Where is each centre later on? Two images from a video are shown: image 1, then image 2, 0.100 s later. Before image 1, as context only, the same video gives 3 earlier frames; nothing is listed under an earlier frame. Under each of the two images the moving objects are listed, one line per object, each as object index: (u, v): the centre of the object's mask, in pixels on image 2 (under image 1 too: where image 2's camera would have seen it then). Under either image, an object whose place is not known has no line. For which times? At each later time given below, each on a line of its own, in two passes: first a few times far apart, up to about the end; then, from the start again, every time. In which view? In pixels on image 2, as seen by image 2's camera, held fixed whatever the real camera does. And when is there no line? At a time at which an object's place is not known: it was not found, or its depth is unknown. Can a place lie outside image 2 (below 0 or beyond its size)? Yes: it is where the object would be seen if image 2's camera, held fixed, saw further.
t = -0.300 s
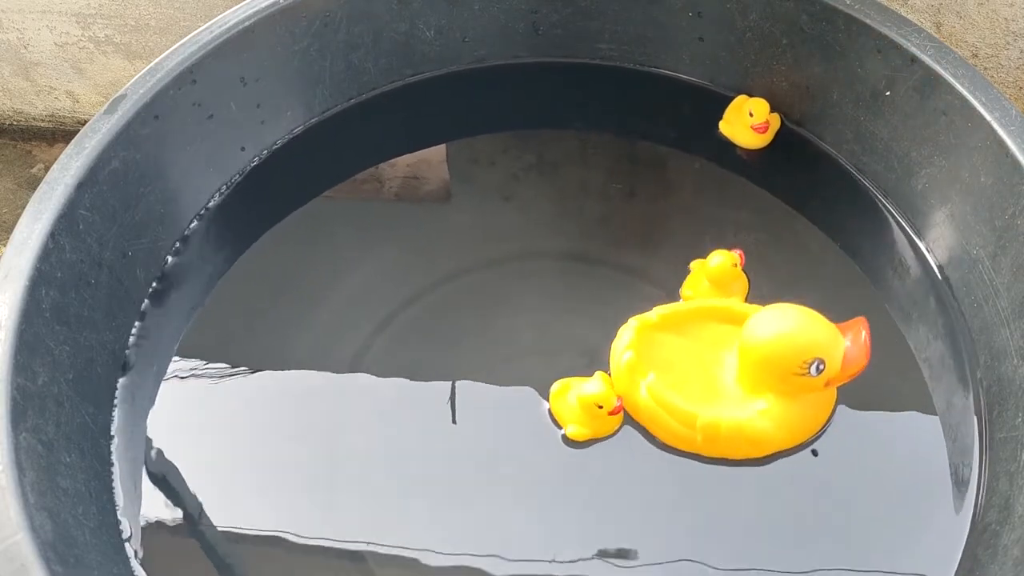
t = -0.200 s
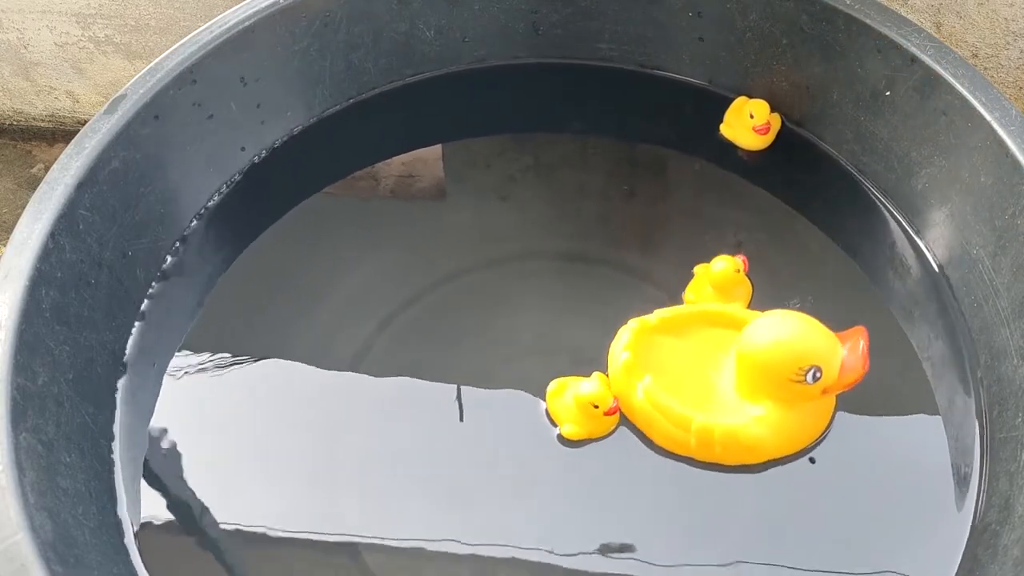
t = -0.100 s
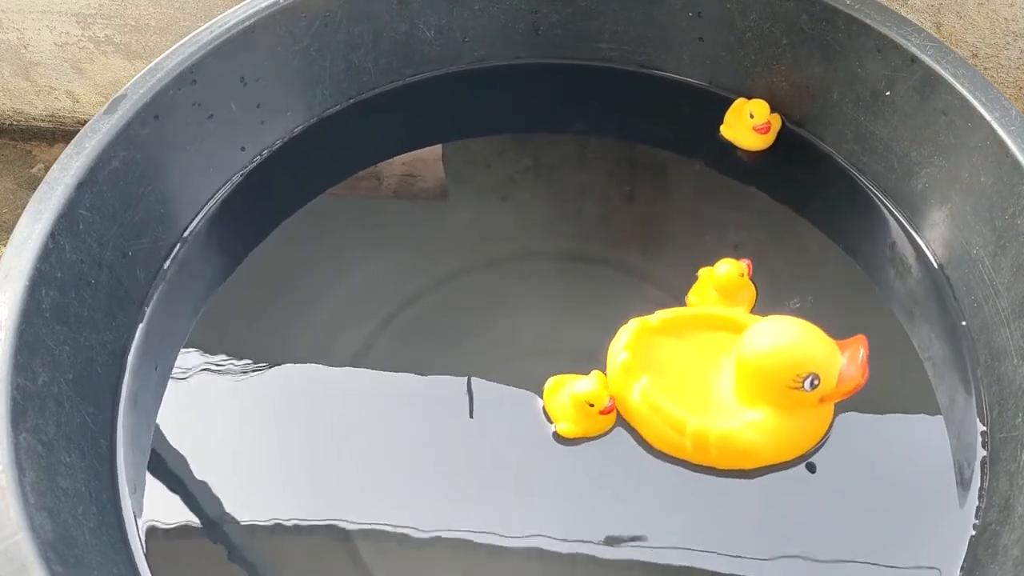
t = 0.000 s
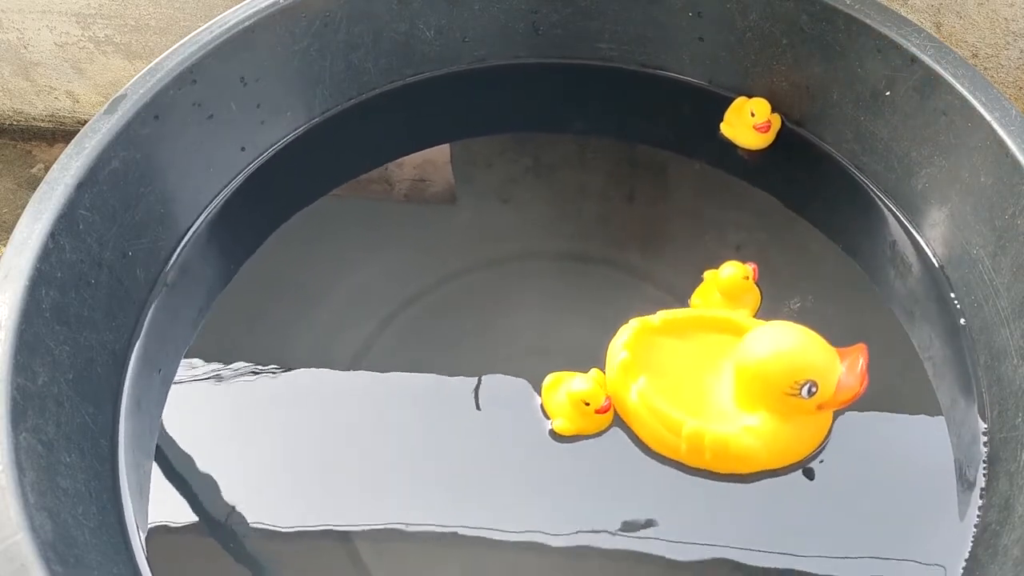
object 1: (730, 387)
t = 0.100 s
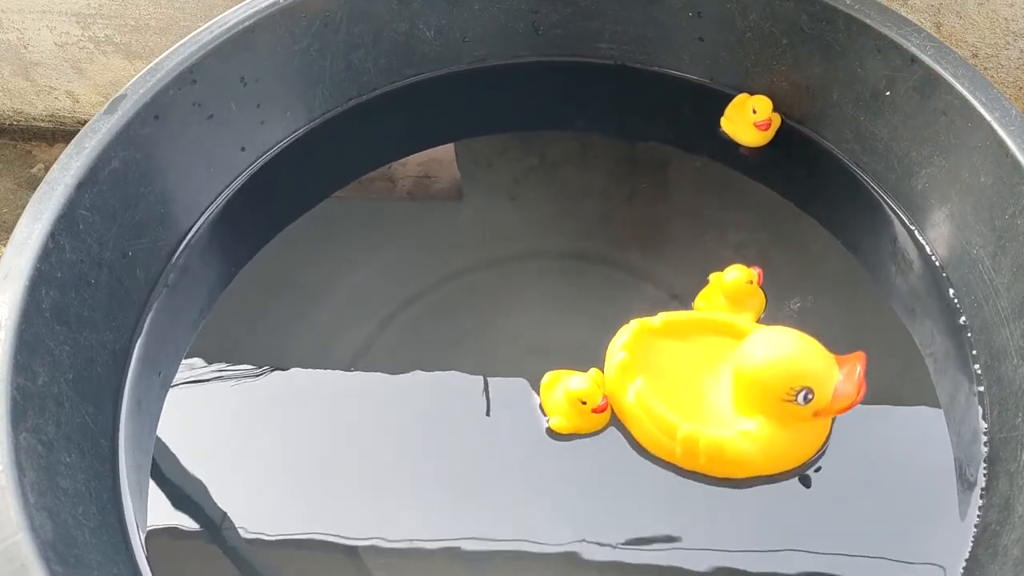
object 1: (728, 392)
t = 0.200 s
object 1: (725, 397)
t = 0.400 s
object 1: (713, 408)
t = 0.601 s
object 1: (703, 419)
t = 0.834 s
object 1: (698, 427)
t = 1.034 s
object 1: (690, 433)
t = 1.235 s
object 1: (676, 443)
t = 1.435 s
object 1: (664, 449)
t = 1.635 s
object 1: (659, 455)
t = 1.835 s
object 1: (652, 460)
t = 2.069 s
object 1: (636, 464)
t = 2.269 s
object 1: (642, 466)
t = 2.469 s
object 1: (639, 468)
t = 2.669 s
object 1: (636, 470)
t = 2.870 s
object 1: (628, 475)
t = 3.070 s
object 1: (620, 478)
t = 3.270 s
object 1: (621, 481)
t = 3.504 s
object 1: (620, 483)
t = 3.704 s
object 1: (610, 487)
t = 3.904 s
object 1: (605, 490)
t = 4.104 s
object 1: (604, 491)
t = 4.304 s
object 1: (601, 493)
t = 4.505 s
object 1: (589, 492)
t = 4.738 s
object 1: (577, 493)
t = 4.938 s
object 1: (572, 493)
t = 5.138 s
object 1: (567, 492)
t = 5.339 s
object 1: (555, 493)
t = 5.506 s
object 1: (547, 492)
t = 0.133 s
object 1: (727, 393)
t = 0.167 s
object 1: (726, 395)
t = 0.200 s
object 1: (725, 397)
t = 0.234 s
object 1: (723, 399)
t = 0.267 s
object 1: (722, 400)
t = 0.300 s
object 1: (720, 402)
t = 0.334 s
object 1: (718, 404)
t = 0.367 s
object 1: (716, 406)
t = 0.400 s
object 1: (713, 408)
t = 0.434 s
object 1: (711, 409)
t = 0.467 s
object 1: (709, 412)
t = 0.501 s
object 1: (707, 413)
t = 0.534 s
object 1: (706, 415)
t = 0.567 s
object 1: (704, 417)
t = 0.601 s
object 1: (703, 419)
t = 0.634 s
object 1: (702, 421)
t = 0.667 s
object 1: (701, 422)
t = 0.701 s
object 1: (700, 423)
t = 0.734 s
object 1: (699, 425)
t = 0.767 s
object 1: (699, 426)
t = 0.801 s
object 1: (698, 426)
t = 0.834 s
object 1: (698, 427)
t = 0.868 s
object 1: (697, 428)
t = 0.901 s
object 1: (696, 429)
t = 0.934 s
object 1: (695, 429)
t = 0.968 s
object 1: (693, 430)
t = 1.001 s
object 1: (692, 431)
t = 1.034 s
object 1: (690, 433)
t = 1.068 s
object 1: (688, 435)
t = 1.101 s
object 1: (686, 436)
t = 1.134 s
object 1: (683, 438)
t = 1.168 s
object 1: (681, 440)
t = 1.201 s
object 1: (678, 442)
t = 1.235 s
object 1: (676, 443)
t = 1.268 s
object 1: (674, 444)
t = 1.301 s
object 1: (672, 446)
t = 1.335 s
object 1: (670, 447)
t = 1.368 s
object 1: (668, 448)
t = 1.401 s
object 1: (666, 448)
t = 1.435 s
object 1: (664, 449)
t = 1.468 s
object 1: (663, 450)
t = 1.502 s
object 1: (662, 451)
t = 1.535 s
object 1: (661, 452)
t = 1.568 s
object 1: (661, 453)
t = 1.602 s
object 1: (660, 454)
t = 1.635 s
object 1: (659, 455)
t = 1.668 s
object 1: (659, 456)
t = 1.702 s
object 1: (658, 457)
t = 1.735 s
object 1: (657, 458)
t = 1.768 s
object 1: (656, 459)
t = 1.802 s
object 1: (654, 459)
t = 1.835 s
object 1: (652, 460)
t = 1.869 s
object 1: (650, 460)
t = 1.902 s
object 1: (648, 461)
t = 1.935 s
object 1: (645, 461)
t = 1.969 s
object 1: (643, 462)
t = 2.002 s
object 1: (641, 463)
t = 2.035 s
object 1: (638, 464)
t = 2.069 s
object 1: (636, 464)
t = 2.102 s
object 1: (646, 461)
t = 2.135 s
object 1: (633, 466)
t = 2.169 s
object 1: (631, 467)
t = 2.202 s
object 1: (643, 464)
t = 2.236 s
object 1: (642, 465)
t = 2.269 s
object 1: (642, 466)
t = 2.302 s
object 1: (628, 470)
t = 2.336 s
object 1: (640, 467)
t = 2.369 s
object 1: (640, 467)
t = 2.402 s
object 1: (640, 468)
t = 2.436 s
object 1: (639, 468)
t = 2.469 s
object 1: (639, 468)
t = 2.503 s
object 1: (639, 468)
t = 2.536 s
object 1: (639, 468)
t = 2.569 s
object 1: (638, 468)
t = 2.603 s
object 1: (638, 469)
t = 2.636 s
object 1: (637, 470)
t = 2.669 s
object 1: (636, 470)
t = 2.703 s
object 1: (636, 471)
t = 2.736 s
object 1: (634, 472)
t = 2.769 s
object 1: (633, 473)
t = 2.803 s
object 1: (631, 474)
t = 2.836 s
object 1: (630, 474)
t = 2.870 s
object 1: (628, 475)
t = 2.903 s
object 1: (627, 476)
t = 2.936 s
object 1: (625, 476)
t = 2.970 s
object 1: (623, 476)
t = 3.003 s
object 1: (622, 477)
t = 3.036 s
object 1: (621, 477)
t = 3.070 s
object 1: (620, 478)
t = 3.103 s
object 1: (620, 478)
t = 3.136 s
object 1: (619, 479)
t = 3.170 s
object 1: (620, 479)
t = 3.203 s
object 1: (620, 480)
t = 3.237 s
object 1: (620, 481)
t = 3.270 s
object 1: (621, 481)
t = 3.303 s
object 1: (622, 482)
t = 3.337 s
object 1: (622, 482)
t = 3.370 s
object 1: (622, 483)
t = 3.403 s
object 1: (622, 483)
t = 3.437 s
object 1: (622, 483)
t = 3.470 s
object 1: (621, 483)
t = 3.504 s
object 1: (620, 483)
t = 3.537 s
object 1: (618, 484)
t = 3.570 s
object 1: (616, 484)
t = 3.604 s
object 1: (615, 485)
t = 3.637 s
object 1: (613, 485)
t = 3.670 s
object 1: (611, 486)
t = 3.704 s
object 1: (610, 487)
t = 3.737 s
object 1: (608, 488)
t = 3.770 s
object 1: (607, 488)
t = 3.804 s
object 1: (606, 489)
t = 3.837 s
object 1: (606, 490)
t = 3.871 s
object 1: (605, 490)
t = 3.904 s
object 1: (605, 490)
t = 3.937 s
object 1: (605, 490)
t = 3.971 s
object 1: (605, 490)
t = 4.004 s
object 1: (604, 490)
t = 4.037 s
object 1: (604, 491)
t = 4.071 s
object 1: (604, 491)
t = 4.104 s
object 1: (604, 491)
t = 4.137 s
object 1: (604, 491)
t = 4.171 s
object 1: (603, 492)
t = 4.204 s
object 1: (603, 492)
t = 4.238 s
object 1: (602, 492)
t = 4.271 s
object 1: (601, 492)
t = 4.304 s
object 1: (601, 493)
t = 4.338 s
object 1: (599, 493)
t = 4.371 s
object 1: (597, 493)
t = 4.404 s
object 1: (595, 493)
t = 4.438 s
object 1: (593, 493)
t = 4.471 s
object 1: (592, 492)
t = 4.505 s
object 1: (589, 492)
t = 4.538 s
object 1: (587, 492)
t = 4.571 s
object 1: (585, 492)
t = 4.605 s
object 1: (583, 492)
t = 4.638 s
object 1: (581, 493)
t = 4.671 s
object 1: (580, 493)
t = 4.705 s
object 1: (578, 493)
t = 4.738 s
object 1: (577, 493)
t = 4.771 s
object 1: (576, 493)
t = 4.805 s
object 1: (575, 493)
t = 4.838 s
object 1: (574, 493)
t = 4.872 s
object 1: (574, 494)
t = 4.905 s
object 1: (573, 493)
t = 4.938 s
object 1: (572, 493)
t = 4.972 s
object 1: (572, 493)
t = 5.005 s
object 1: (571, 493)
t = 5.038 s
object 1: (570, 492)
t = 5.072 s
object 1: (569, 492)
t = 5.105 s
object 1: (568, 492)
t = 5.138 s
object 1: (567, 492)
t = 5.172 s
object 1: (565, 492)
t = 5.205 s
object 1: (563, 492)
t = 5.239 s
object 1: (561, 492)
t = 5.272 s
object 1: (559, 492)
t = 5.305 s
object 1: (557, 492)
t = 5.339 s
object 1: (555, 493)
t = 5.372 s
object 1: (553, 493)
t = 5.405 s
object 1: (551, 493)
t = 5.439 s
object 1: (549, 493)
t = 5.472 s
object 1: (548, 492)
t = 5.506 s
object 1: (547, 492)
